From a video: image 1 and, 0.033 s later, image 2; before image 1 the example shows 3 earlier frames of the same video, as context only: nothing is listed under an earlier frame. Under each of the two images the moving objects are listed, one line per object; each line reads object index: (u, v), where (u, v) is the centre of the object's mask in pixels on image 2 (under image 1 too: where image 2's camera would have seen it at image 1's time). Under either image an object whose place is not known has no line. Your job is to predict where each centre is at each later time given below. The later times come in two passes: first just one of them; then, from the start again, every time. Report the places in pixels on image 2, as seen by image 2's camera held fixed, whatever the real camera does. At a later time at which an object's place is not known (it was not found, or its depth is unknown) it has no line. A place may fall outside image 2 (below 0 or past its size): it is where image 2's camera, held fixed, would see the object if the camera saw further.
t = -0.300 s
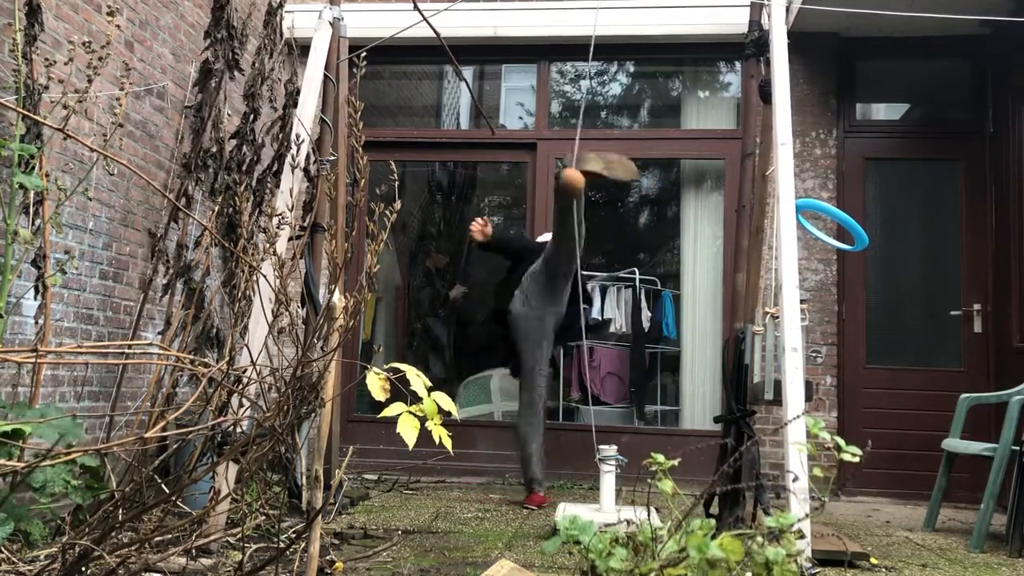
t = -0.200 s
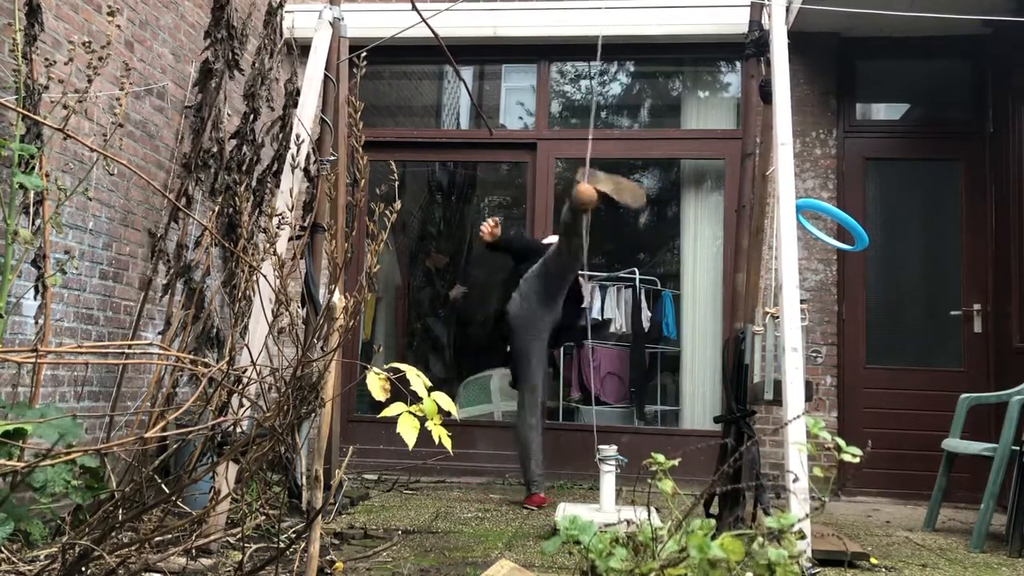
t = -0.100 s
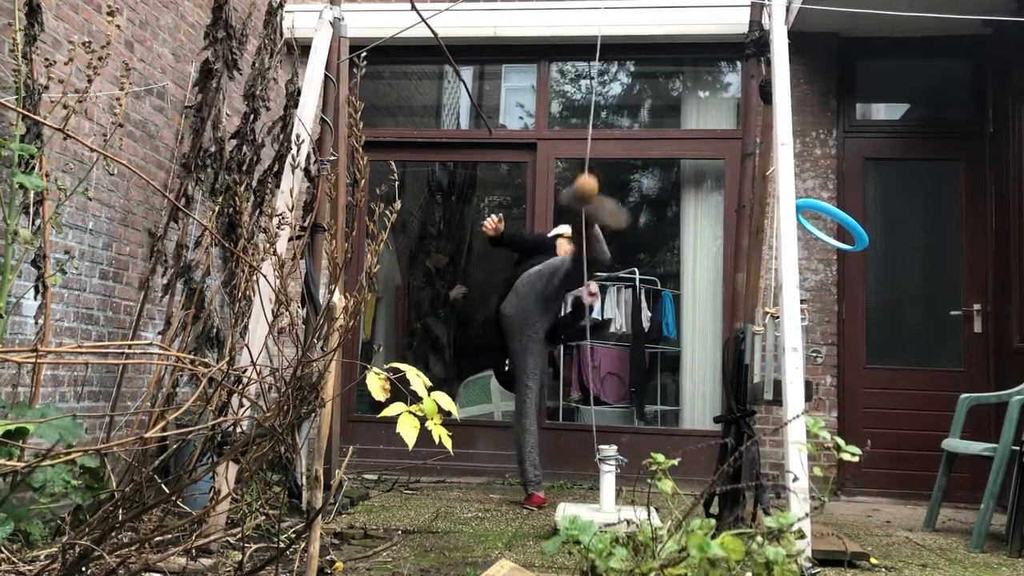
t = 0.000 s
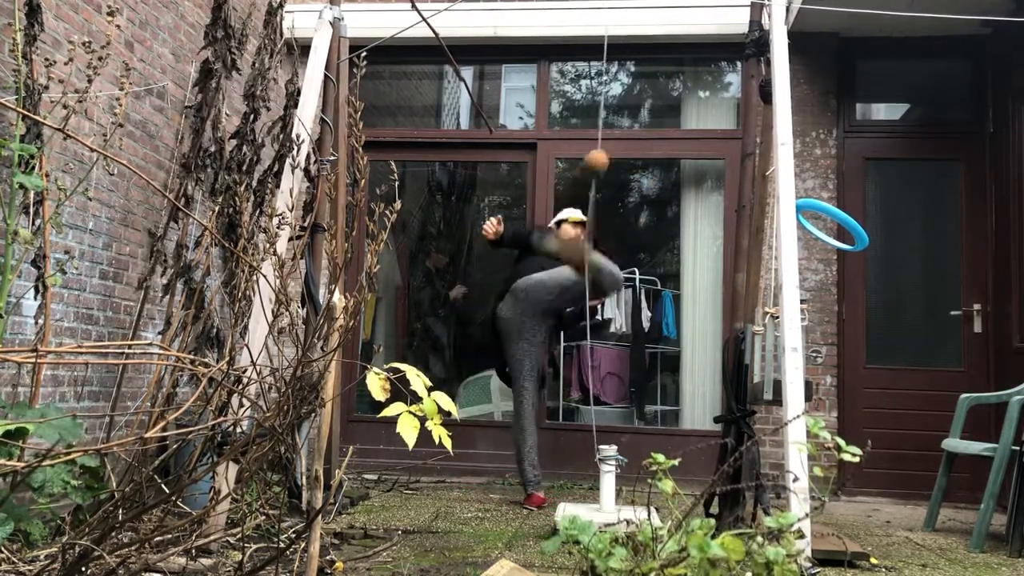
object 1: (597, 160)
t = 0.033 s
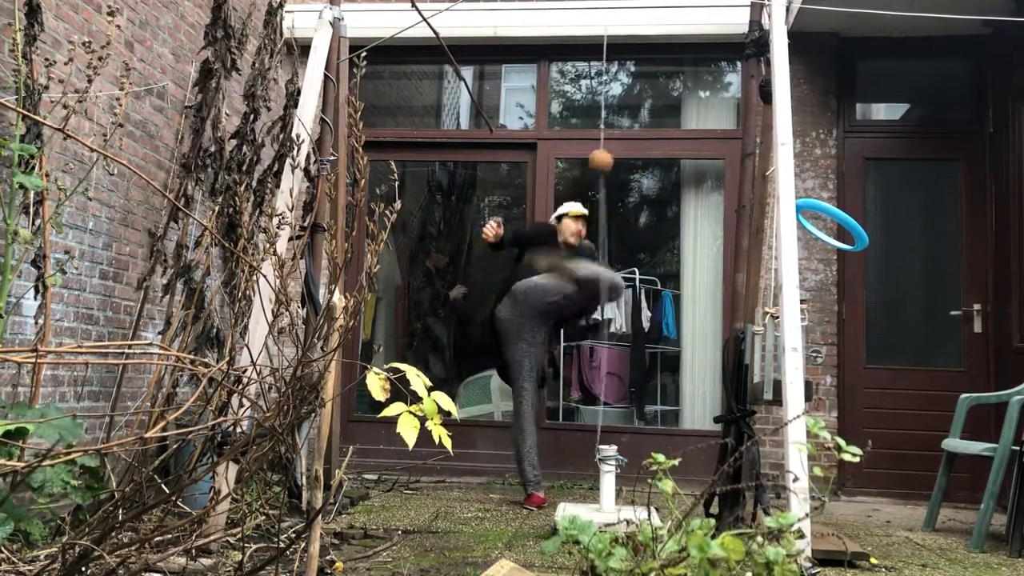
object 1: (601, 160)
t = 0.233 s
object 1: (613, 174)
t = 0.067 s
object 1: (606, 162)
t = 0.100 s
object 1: (610, 166)
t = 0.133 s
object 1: (613, 169)
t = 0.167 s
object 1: (614, 172)
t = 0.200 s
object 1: (614, 173)
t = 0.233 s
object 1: (613, 174)
